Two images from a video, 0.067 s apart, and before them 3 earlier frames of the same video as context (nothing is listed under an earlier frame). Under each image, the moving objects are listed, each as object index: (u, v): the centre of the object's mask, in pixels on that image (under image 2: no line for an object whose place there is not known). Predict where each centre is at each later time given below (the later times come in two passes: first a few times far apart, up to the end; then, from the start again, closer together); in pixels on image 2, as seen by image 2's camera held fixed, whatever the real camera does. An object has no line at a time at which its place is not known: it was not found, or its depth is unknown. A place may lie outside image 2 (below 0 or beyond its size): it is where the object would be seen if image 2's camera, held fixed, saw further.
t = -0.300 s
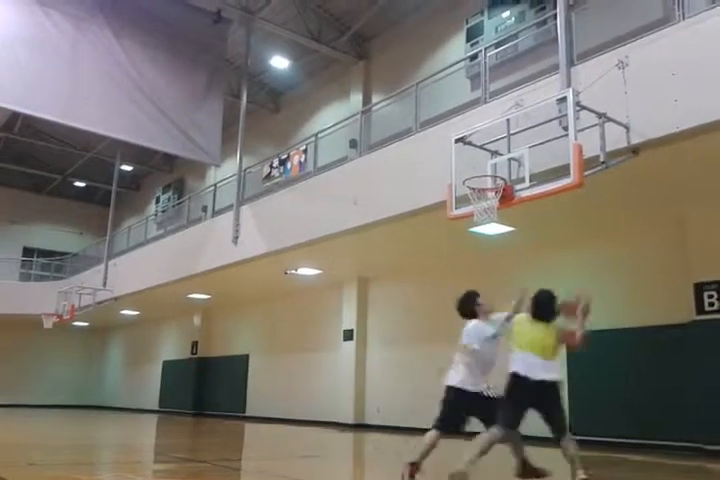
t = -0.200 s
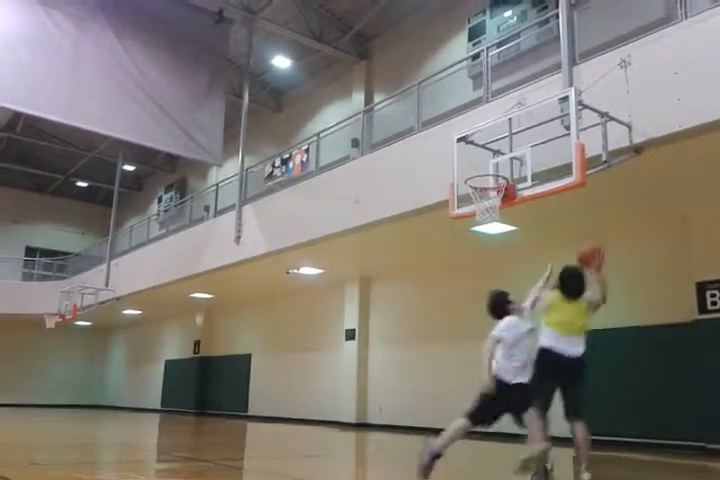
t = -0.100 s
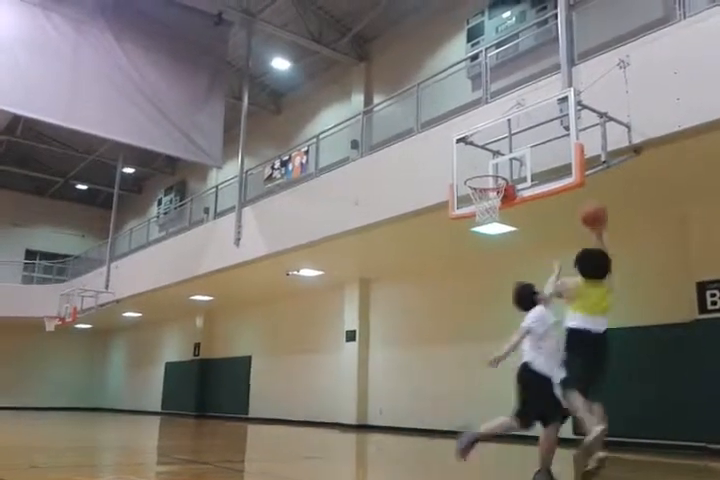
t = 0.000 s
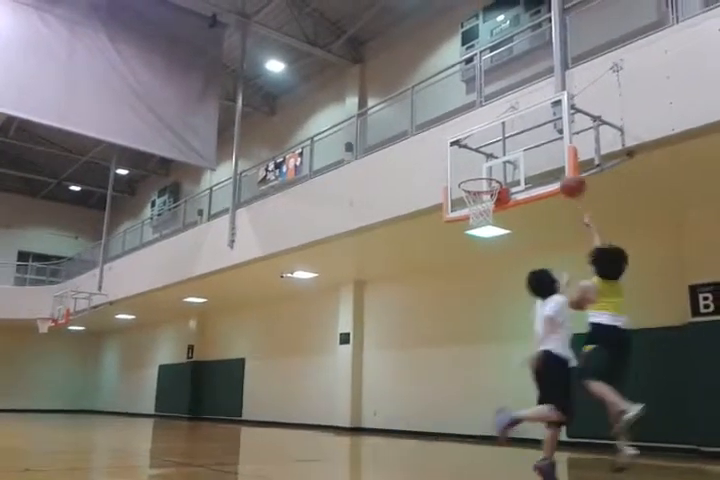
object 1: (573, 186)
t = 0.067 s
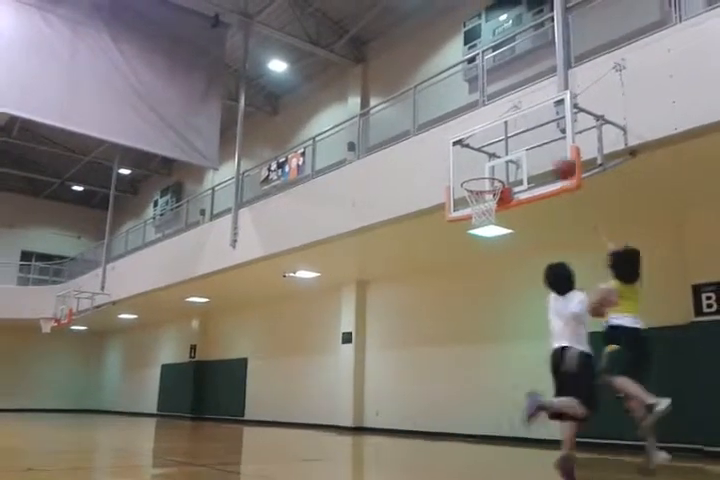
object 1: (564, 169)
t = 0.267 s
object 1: (539, 149)
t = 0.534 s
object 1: (498, 170)
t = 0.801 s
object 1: (475, 184)
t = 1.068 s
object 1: (473, 220)
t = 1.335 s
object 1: (484, 294)
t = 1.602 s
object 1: (494, 439)
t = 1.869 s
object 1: (511, 366)
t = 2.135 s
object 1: (529, 320)
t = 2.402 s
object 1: (548, 339)
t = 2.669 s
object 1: (573, 429)
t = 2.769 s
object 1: (580, 454)
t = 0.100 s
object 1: (559, 163)
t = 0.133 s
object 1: (555, 157)
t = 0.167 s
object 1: (551, 154)
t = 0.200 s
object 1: (546, 152)
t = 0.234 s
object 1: (542, 150)
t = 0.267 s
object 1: (539, 149)
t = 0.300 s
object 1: (534, 149)
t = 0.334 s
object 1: (529, 149)
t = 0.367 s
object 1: (524, 151)
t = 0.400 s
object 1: (519, 153)
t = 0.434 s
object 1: (513, 156)
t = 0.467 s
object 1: (508, 159)
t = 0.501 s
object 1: (503, 165)
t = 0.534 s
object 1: (498, 170)
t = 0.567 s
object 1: (495, 171)
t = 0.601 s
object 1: (492, 170)
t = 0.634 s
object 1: (488, 170)
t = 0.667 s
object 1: (486, 171)
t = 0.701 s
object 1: (484, 172)
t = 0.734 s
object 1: (482, 175)
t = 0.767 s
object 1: (479, 179)
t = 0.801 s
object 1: (475, 184)
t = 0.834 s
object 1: (472, 189)
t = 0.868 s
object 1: (472, 194)
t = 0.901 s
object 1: (470, 201)
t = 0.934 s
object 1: (469, 207)
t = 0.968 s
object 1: (470, 207)
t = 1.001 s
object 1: (471, 214)
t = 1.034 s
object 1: (472, 217)
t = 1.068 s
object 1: (473, 220)
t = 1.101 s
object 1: (474, 224)
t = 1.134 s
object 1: (474, 231)
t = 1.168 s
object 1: (477, 242)
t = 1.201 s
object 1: (478, 249)
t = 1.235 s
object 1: (480, 260)
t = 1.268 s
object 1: (482, 270)
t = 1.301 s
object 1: (483, 281)
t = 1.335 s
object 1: (484, 294)
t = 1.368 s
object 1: (486, 307)
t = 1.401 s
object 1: (488, 324)
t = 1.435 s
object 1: (489, 341)
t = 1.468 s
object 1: (490, 358)
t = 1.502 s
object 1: (492, 376)
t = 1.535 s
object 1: (493, 396)
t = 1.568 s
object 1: (494, 417)
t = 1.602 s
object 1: (494, 439)
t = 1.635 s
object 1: (498, 460)
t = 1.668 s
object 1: (498, 444)
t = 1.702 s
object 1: (501, 429)
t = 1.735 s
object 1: (502, 415)
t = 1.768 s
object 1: (505, 401)
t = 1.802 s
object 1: (508, 388)
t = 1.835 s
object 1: (509, 376)
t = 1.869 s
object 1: (511, 366)
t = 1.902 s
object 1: (513, 356)
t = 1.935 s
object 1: (515, 346)
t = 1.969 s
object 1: (519, 340)
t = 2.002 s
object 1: (521, 335)
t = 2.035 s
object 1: (523, 330)
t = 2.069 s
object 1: (525, 324)
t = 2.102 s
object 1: (527, 321)
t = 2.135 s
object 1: (529, 320)
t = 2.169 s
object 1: (532, 320)
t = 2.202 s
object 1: (534, 319)
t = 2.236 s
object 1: (536, 320)
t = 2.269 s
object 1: (539, 322)
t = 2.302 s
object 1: (541, 325)
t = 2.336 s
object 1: (543, 328)
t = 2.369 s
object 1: (546, 333)
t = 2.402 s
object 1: (548, 339)
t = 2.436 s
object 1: (551, 346)
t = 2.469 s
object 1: (553, 355)
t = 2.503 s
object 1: (557, 364)
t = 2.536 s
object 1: (559, 375)
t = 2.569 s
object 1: (564, 387)
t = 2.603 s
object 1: (568, 400)
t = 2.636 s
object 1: (569, 414)
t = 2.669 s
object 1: (573, 429)
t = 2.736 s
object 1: (579, 466)
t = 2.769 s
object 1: (580, 454)
